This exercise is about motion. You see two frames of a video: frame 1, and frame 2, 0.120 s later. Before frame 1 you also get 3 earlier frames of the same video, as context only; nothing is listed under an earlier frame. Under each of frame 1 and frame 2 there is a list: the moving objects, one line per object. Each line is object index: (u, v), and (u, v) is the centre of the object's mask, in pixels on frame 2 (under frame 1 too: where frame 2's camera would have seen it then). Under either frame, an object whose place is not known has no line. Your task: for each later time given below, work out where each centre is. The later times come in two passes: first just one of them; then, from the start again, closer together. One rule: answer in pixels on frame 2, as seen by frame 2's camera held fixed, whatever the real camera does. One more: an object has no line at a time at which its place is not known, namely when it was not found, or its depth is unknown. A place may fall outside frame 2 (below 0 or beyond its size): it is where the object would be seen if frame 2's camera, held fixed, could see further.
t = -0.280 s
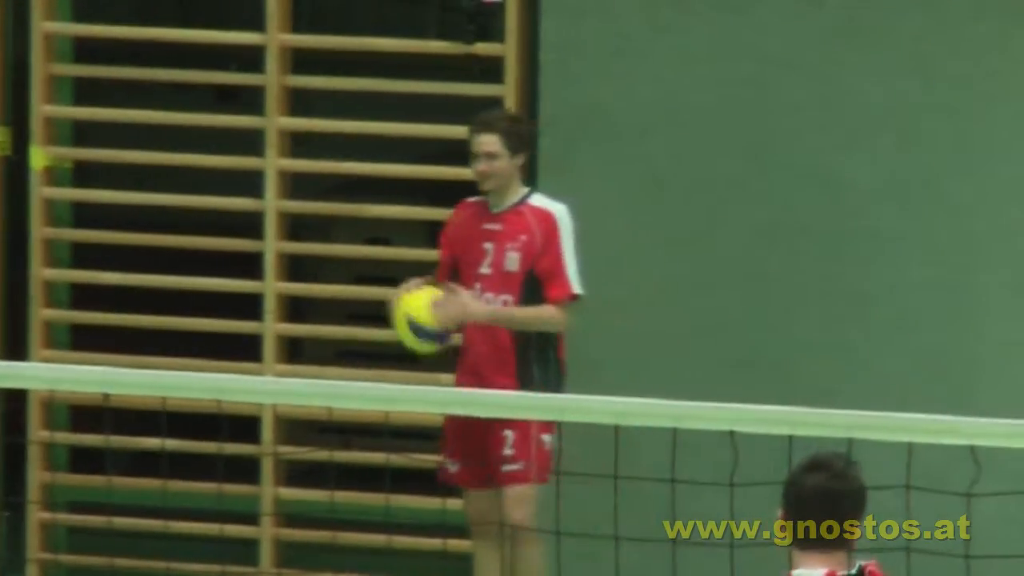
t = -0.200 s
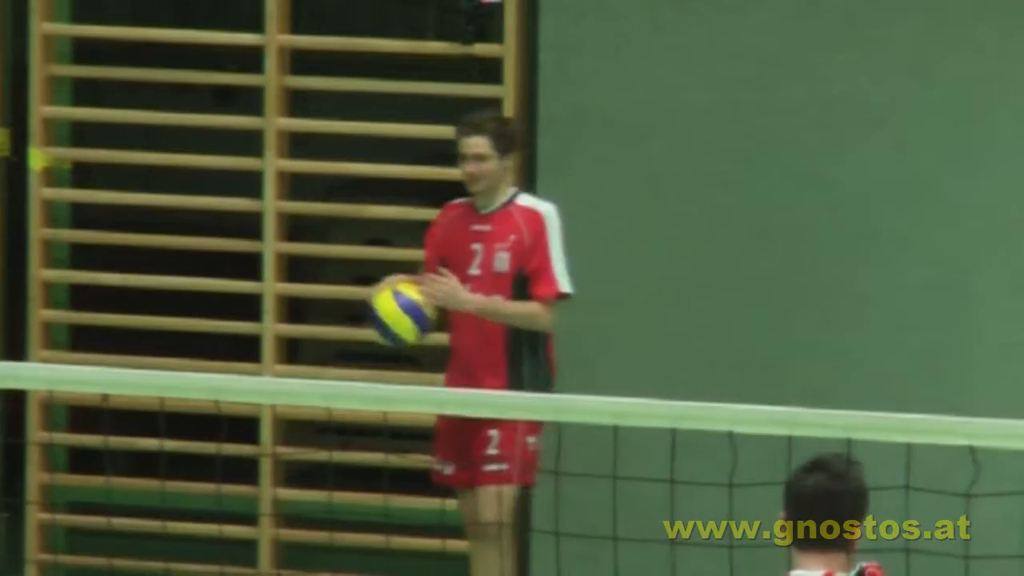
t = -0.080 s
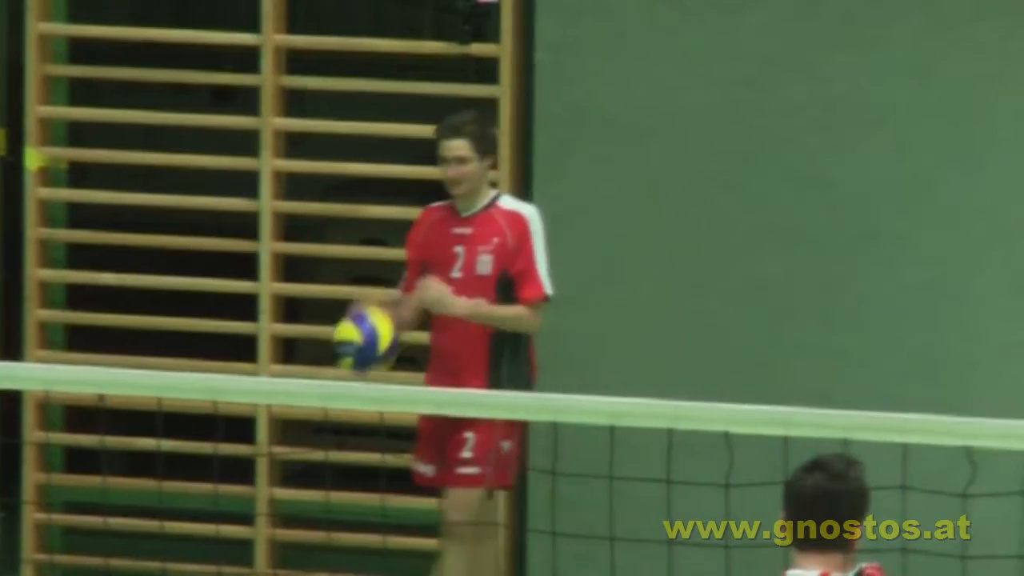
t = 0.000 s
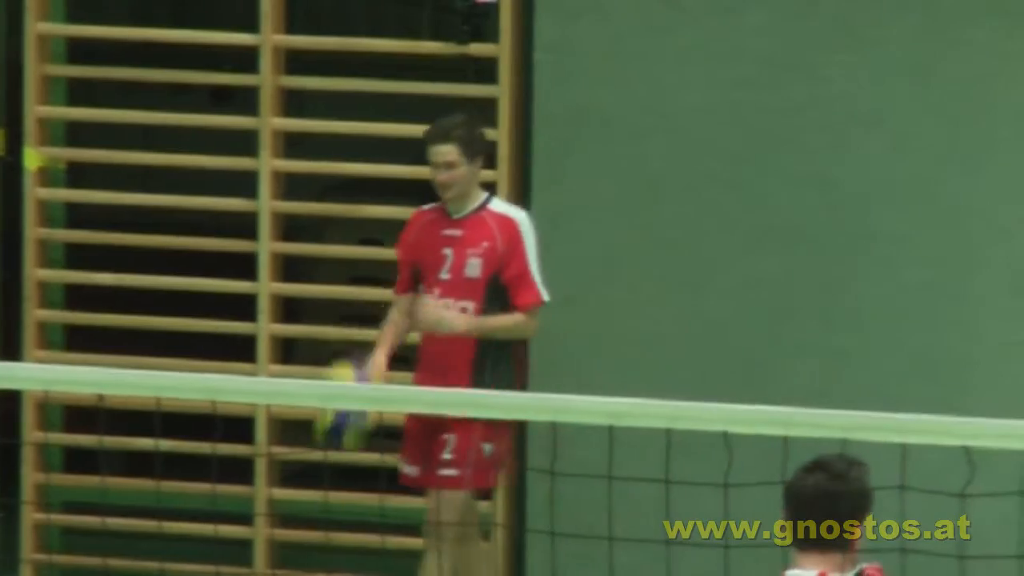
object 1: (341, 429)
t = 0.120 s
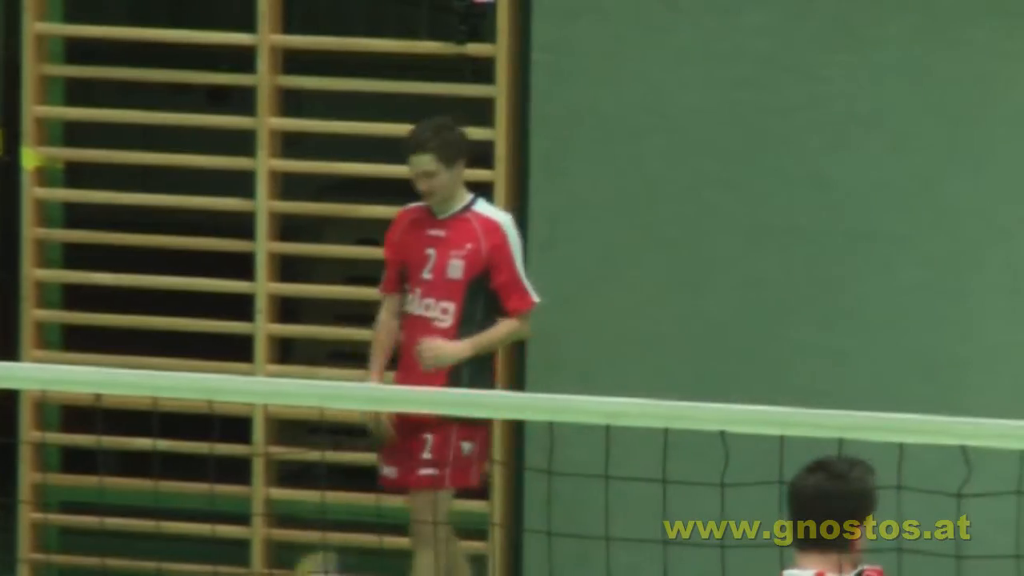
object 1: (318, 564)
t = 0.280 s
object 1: (312, 533)
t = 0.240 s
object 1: (310, 560)
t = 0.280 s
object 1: (312, 533)
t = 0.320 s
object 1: (314, 486)
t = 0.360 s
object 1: (315, 449)
